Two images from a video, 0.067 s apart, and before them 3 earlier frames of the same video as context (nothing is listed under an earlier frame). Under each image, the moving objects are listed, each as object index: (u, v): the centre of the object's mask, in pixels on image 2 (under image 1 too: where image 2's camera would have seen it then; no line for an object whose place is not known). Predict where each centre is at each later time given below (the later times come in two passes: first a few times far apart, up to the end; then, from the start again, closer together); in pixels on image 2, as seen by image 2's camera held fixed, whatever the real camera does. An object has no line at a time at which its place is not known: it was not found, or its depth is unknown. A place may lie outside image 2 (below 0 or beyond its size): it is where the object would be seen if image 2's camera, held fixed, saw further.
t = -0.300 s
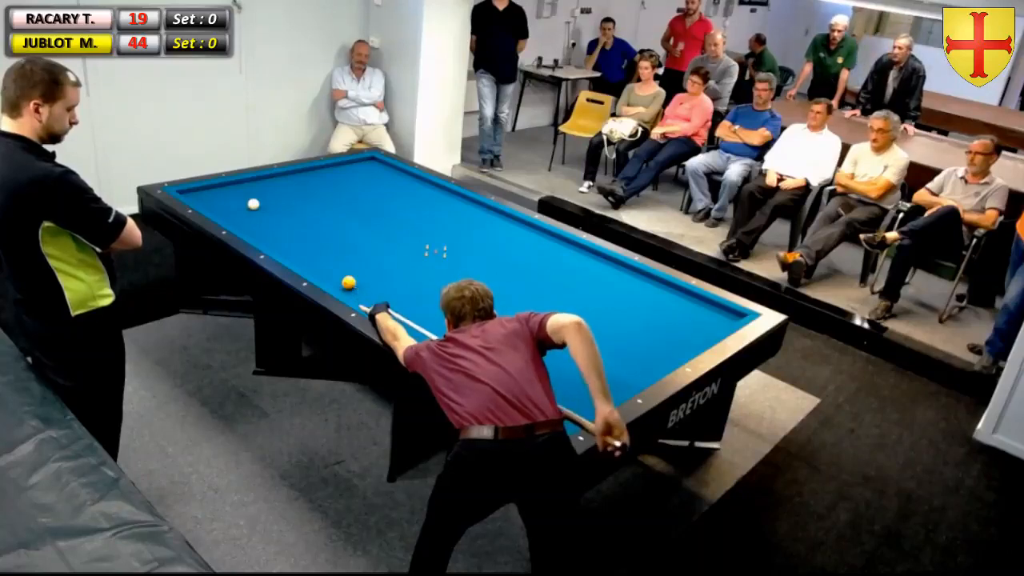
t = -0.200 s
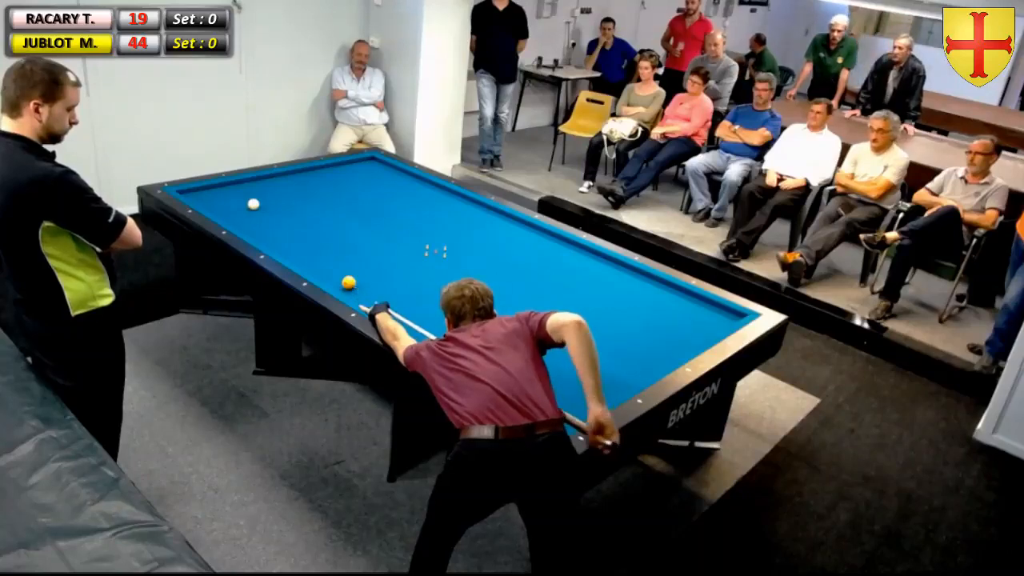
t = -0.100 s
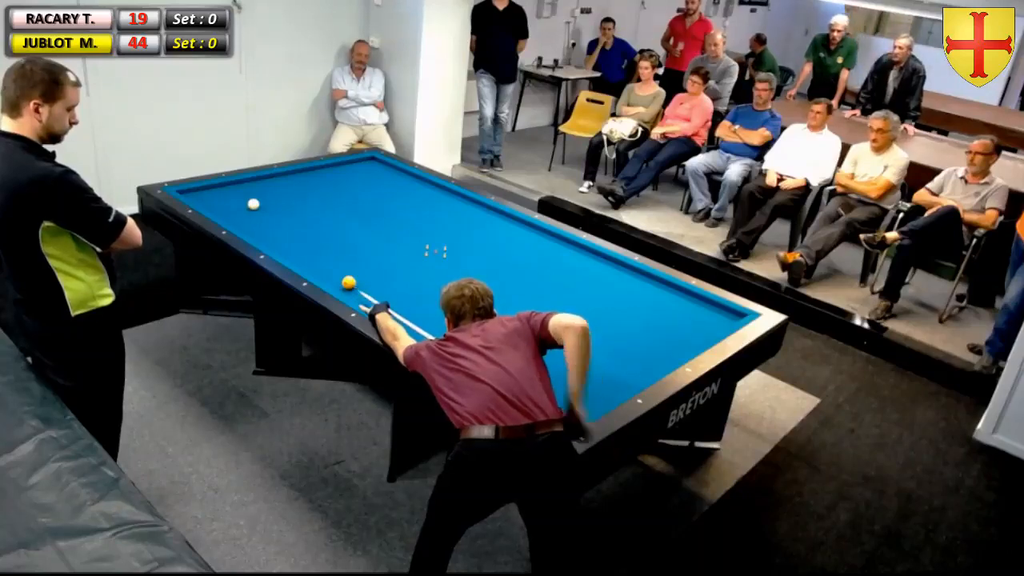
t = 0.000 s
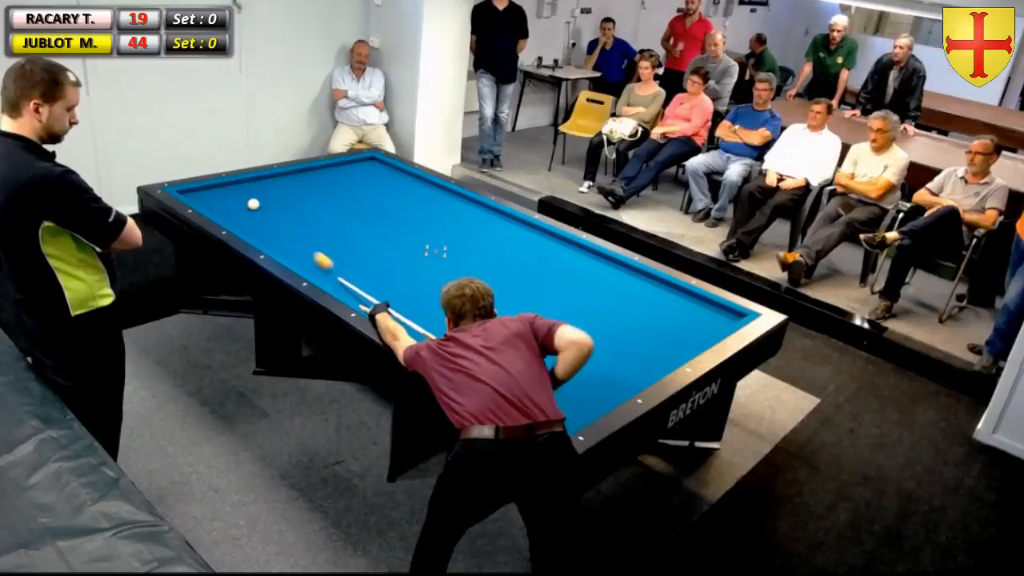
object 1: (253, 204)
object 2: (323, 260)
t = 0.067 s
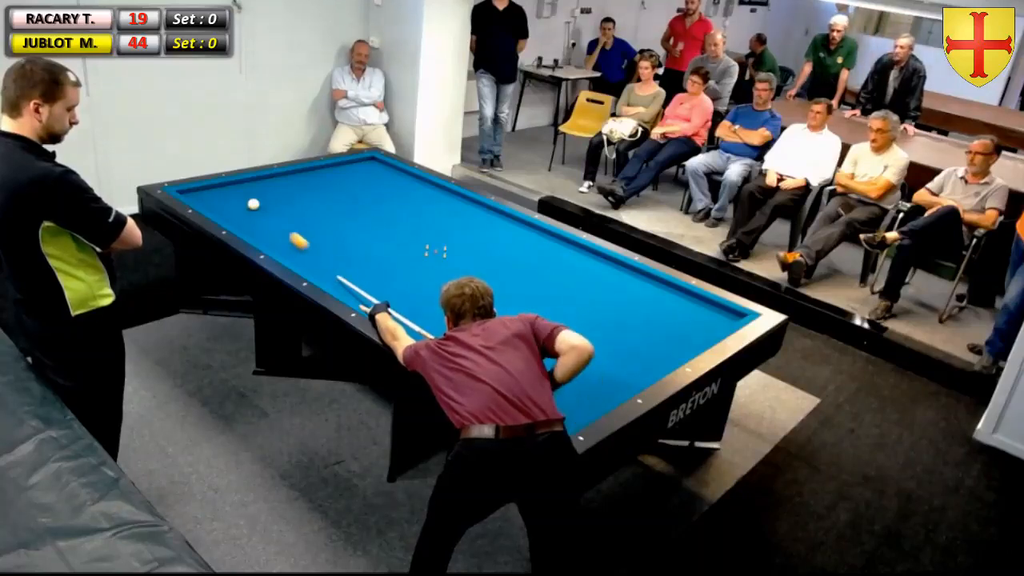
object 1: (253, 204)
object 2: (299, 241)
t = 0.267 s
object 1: (241, 191)
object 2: (254, 207)
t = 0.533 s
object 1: (298, 203)
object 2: (240, 207)
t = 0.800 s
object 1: (376, 228)
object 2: (227, 206)
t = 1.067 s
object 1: (455, 253)
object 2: (215, 206)
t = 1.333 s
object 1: (541, 283)
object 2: (203, 204)
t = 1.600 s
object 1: (636, 315)
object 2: (205, 203)
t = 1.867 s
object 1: (681, 326)
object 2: (207, 202)
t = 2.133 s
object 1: (629, 300)
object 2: (208, 201)
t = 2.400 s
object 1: (590, 279)
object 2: (210, 200)
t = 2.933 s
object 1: (521, 244)
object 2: (212, 199)
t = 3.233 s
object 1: (488, 227)
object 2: (213, 198)
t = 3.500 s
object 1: (461, 213)
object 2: (213, 198)
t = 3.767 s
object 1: (436, 200)
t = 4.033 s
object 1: (414, 188)
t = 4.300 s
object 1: (393, 177)
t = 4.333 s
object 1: (390, 176)
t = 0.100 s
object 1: (253, 204)
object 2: (288, 232)
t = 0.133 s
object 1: (253, 204)
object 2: (278, 224)
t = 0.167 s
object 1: (253, 204)
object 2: (268, 216)
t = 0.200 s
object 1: (252, 202)
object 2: (259, 209)
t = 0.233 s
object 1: (247, 198)
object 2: (256, 208)
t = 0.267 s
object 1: (241, 191)
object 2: (254, 207)
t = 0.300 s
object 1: (235, 185)
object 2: (252, 208)
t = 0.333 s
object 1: (236, 183)
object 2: (250, 207)
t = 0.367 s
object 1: (247, 186)
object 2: (249, 207)
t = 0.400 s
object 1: (257, 189)
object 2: (247, 207)
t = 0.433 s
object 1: (268, 193)
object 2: (245, 207)
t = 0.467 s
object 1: (278, 196)
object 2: (244, 207)
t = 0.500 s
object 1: (288, 200)
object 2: (242, 207)
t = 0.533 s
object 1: (298, 203)
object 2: (240, 207)
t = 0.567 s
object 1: (308, 207)
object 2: (239, 207)
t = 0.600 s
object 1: (318, 210)
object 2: (237, 207)
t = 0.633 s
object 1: (328, 213)
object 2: (235, 207)
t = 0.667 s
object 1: (338, 216)
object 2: (234, 207)
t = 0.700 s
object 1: (347, 219)
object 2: (232, 207)
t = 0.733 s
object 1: (357, 222)
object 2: (230, 206)
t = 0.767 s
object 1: (366, 226)
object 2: (229, 206)
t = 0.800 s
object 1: (376, 228)
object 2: (227, 206)
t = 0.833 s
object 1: (385, 232)
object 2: (226, 206)
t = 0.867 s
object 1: (395, 235)
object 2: (224, 206)
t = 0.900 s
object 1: (405, 238)
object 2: (222, 206)
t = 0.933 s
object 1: (415, 241)
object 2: (221, 206)
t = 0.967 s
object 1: (425, 245)
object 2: (219, 206)
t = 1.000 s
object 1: (436, 248)
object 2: (218, 206)
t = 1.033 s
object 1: (445, 251)
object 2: (216, 206)
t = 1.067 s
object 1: (455, 253)
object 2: (215, 206)
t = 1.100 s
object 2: (213, 206)
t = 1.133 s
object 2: (212, 206)
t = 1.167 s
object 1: (493, 264)
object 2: (211, 205)
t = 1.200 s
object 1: (499, 269)
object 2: (209, 205)
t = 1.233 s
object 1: (508, 272)
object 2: (208, 205)
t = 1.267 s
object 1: (520, 276)
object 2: (206, 205)
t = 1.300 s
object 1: (530, 280)
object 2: (205, 205)
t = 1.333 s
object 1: (541, 283)
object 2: (203, 204)
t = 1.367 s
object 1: (553, 287)
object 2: (203, 204)
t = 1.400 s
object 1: (564, 291)
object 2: (203, 204)
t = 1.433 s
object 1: (576, 295)
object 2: (204, 204)
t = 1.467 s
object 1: (588, 299)
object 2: (204, 204)
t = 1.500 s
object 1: (600, 303)
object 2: (204, 204)
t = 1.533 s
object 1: (612, 307)
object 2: (204, 203)
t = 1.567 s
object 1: (624, 310)
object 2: (204, 204)
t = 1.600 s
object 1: (636, 315)
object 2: (205, 203)
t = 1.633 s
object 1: (648, 319)
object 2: (205, 203)
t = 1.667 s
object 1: (661, 323)
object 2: (205, 203)
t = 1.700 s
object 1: (673, 327)
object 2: (205, 203)
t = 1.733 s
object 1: (686, 331)
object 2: (206, 203)
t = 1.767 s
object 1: (699, 335)
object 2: (206, 202)
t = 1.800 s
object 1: (698, 334)
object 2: (206, 202)
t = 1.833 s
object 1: (690, 330)
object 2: (206, 202)
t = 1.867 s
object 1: (681, 326)
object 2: (207, 202)
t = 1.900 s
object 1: (673, 322)
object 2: (207, 202)
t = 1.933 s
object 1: (665, 318)
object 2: (207, 202)
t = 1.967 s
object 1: (658, 315)
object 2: (207, 202)
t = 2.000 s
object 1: (651, 311)
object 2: (207, 202)
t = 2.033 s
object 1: (645, 308)
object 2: (207, 201)
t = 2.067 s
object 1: (639, 305)
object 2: (208, 201)
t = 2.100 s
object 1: (634, 303)
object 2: (208, 201)
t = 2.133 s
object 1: (629, 300)
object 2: (208, 201)
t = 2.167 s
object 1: (623, 297)
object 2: (208, 201)
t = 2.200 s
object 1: (618, 295)
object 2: (208, 201)
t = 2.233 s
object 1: (613, 292)
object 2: (209, 201)
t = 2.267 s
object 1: (609, 289)
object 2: (209, 200)
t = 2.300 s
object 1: (604, 287)
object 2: (209, 200)
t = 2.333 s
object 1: (599, 284)
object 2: (209, 200)
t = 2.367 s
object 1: (594, 282)
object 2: (210, 200)
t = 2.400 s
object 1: (590, 279)
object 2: (210, 200)
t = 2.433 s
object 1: (586, 275)
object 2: (210, 200)
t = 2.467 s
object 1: (581, 272)
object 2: (210, 200)
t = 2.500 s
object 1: (577, 270)
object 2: (210, 200)
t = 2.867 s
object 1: (529, 248)
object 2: (212, 199)
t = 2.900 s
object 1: (525, 246)
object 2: (212, 199)
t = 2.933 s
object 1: (521, 244)
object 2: (212, 199)
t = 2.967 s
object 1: (517, 242)
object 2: (212, 199)
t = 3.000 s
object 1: (513, 240)
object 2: (212, 199)
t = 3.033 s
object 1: (510, 238)
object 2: (212, 198)
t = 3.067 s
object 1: (506, 236)
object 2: (212, 198)
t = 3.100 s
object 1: (503, 235)
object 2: (212, 198)
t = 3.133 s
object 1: (498, 232)
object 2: (212, 198)
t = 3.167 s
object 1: (495, 230)
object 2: (213, 198)
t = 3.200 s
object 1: (492, 228)
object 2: (213, 198)
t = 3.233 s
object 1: (488, 227)
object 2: (213, 198)
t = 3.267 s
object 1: (485, 225)
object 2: (213, 198)
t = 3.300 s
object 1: (481, 223)
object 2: (213, 198)
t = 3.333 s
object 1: (478, 221)
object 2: (213, 198)
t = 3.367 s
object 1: (474, 220)
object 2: (213, 198)
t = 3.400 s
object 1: (471, 218)
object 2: (213, 198)
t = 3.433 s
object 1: (468, 216)
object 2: (213, 198)
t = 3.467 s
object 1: (464, 215)
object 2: (213, 198)
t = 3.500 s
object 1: (461, 213)
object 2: (213, 198)
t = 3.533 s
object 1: (458, 211)
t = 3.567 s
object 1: (455, 209)
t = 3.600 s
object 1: (452, 208)
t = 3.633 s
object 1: (448, 206)
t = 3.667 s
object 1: (445, 204)
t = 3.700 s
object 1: (442, 203)
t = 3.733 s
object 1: (439, 201)
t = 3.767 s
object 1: (436, 200)
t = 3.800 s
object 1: (433, 198)
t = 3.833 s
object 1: (430, 197)
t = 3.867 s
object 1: (428, 195)
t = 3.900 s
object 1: (425, 194)
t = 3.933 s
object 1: (422, 193)
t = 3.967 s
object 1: (419, 191)
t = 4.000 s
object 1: (416, 189)
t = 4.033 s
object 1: (414, 188)
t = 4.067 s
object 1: (411, 187)
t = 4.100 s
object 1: (408, 185)
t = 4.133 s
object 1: (405, 184)
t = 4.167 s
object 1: (403, 182)
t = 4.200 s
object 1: (400, 181)
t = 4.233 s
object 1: (397, 179)
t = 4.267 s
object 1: (395, 178)
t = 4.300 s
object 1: (393, 177)
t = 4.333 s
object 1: (390, 176)
